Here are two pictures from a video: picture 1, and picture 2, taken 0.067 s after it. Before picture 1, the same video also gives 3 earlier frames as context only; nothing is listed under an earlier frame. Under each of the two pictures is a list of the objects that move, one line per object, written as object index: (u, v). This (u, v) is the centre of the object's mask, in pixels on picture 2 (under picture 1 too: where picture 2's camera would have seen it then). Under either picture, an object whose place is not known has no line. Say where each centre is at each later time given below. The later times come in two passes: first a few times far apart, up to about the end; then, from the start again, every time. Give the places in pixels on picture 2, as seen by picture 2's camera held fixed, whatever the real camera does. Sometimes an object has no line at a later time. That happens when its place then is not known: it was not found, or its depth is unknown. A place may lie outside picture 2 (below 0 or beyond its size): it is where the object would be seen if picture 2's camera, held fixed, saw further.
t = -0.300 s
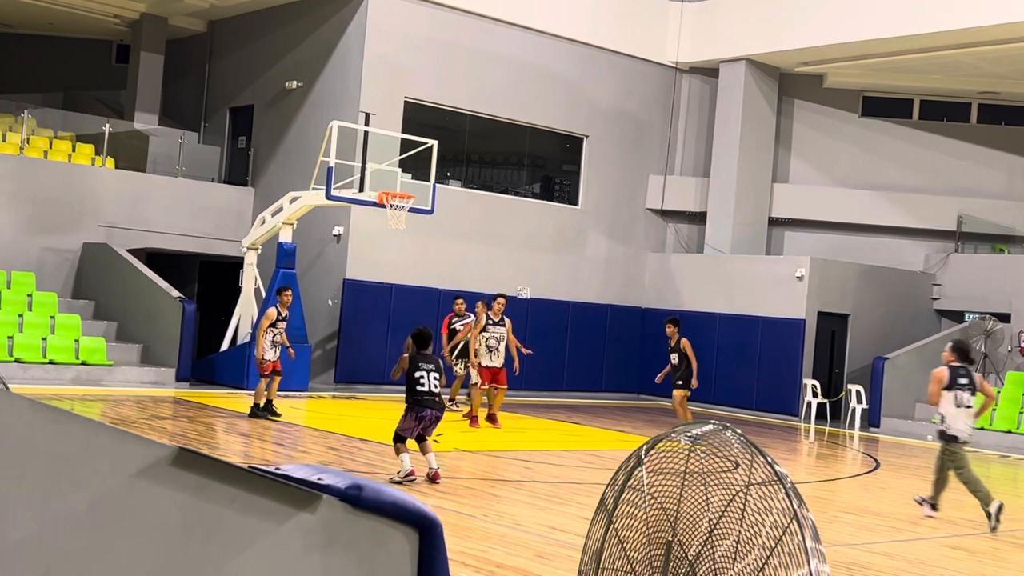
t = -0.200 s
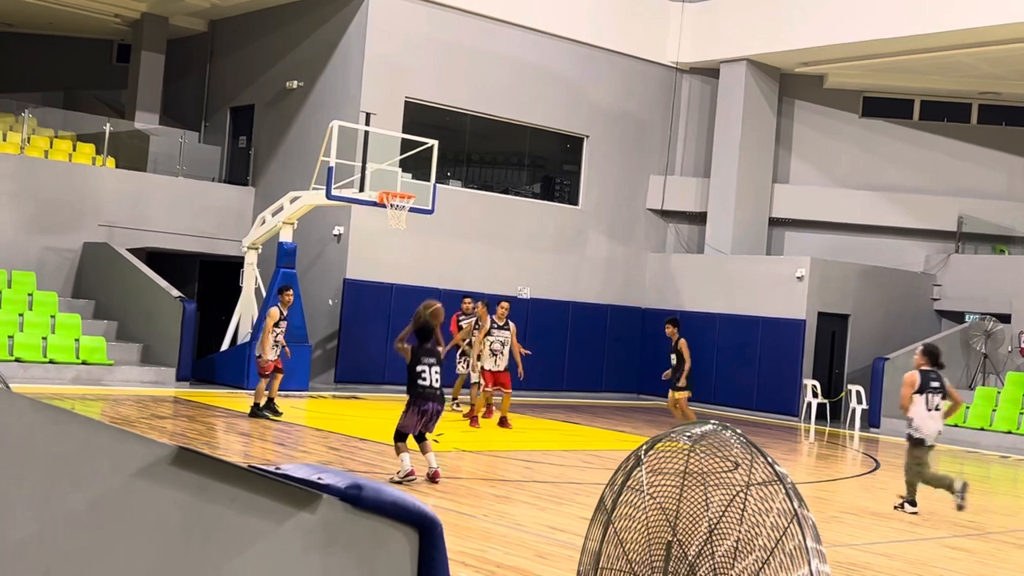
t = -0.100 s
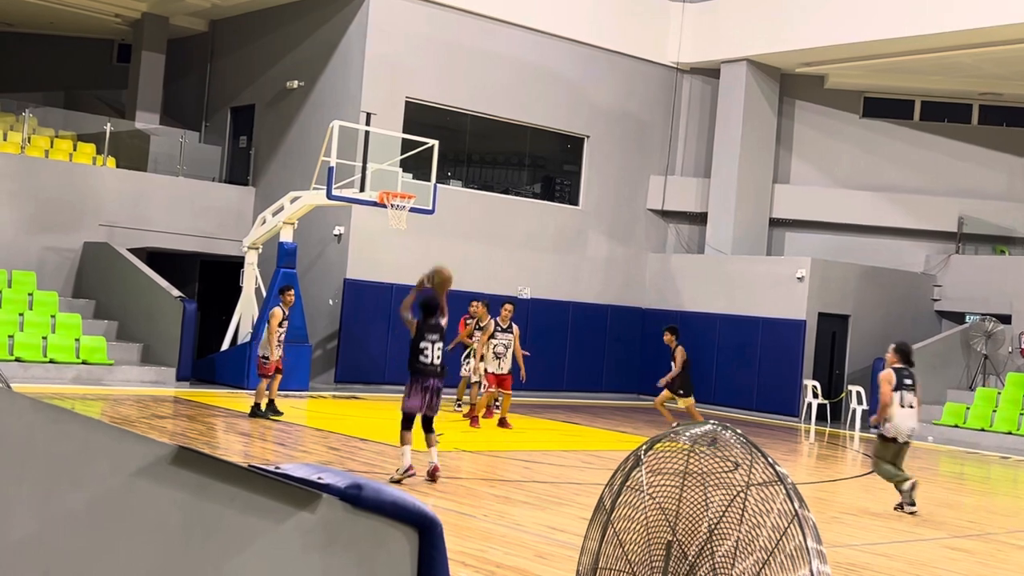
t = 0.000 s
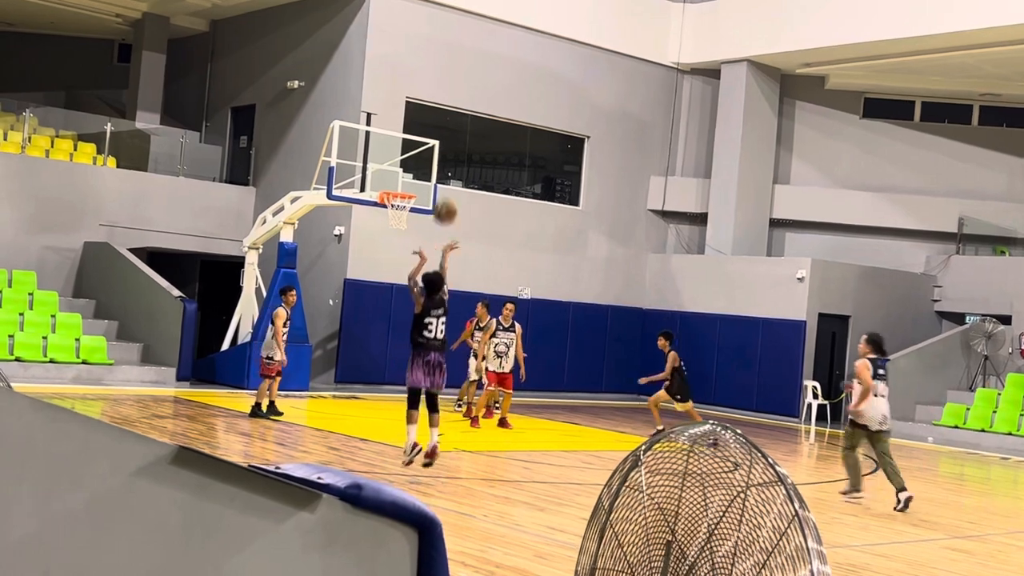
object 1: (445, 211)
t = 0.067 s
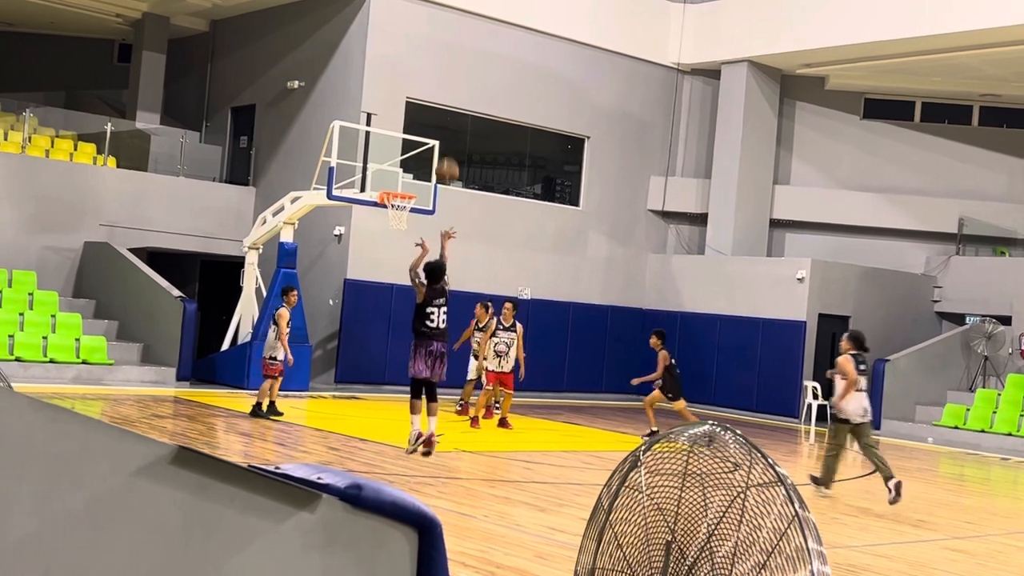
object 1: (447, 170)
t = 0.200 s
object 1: (448, 114)
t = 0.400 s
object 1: (445, 68)
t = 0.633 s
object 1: (438, 62)
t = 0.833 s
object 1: (430, 91)
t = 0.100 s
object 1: (448, 153)
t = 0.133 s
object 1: (448, 139)
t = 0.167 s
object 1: (447, 126)
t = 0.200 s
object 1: (448, 114)
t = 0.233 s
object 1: (447, 103)
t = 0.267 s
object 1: (447, 93)
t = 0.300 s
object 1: (447, 85)
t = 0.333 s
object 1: (446, 78)
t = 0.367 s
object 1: (446, 72)
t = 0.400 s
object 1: (445, 68)
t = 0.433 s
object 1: (444, 64)
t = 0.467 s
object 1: (444, 61)
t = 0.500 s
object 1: (443, 60)
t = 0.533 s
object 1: (442, 59)
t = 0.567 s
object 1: (441, 59)
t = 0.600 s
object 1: (439, 60)
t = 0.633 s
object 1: (438, 62)
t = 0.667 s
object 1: (437, 65)
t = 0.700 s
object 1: (435, 69)
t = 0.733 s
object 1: (434, 73)
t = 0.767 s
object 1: (433, 78)
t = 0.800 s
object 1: (431, 84)
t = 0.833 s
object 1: (430, 91)
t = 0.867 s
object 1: (429, 98)
